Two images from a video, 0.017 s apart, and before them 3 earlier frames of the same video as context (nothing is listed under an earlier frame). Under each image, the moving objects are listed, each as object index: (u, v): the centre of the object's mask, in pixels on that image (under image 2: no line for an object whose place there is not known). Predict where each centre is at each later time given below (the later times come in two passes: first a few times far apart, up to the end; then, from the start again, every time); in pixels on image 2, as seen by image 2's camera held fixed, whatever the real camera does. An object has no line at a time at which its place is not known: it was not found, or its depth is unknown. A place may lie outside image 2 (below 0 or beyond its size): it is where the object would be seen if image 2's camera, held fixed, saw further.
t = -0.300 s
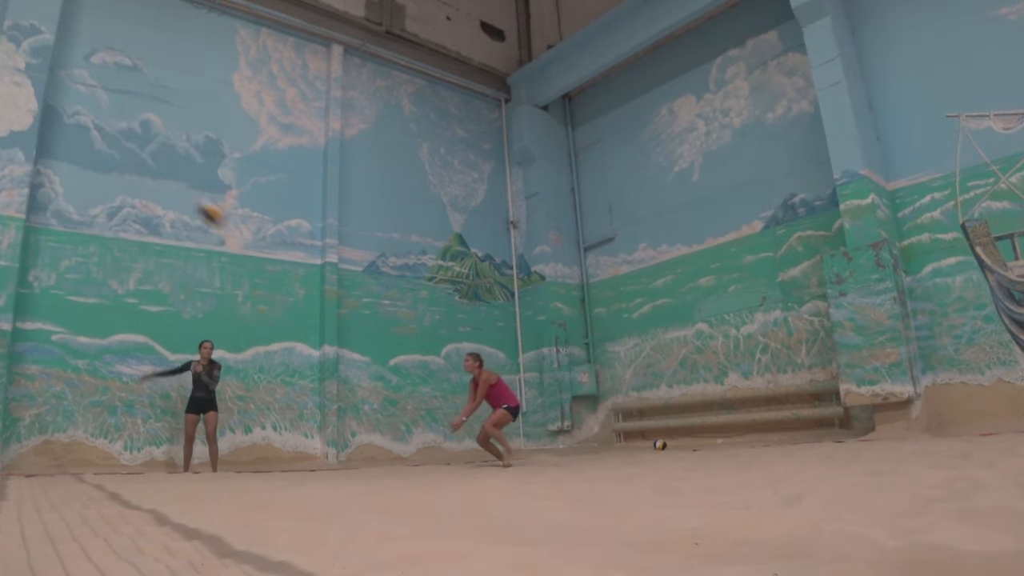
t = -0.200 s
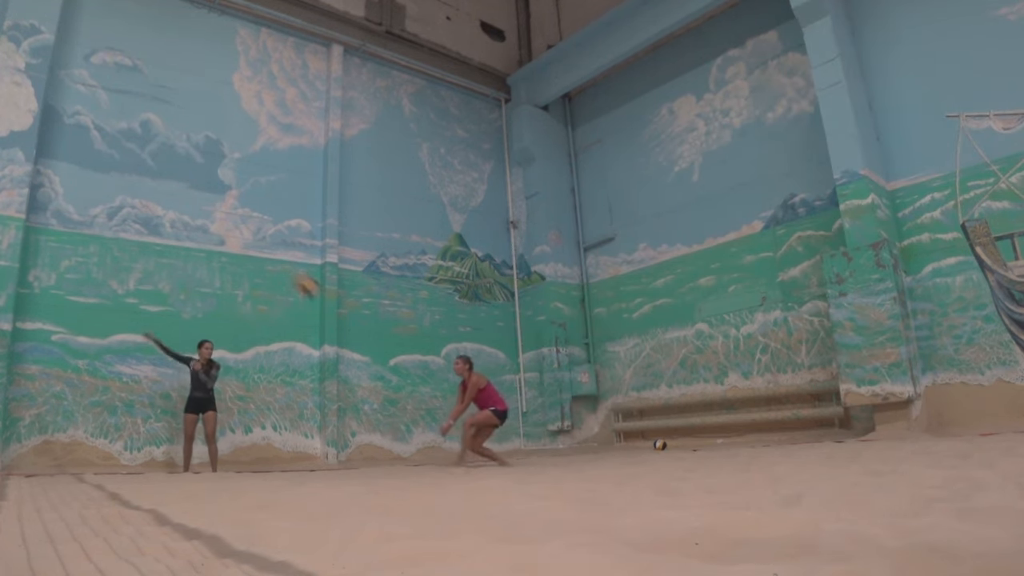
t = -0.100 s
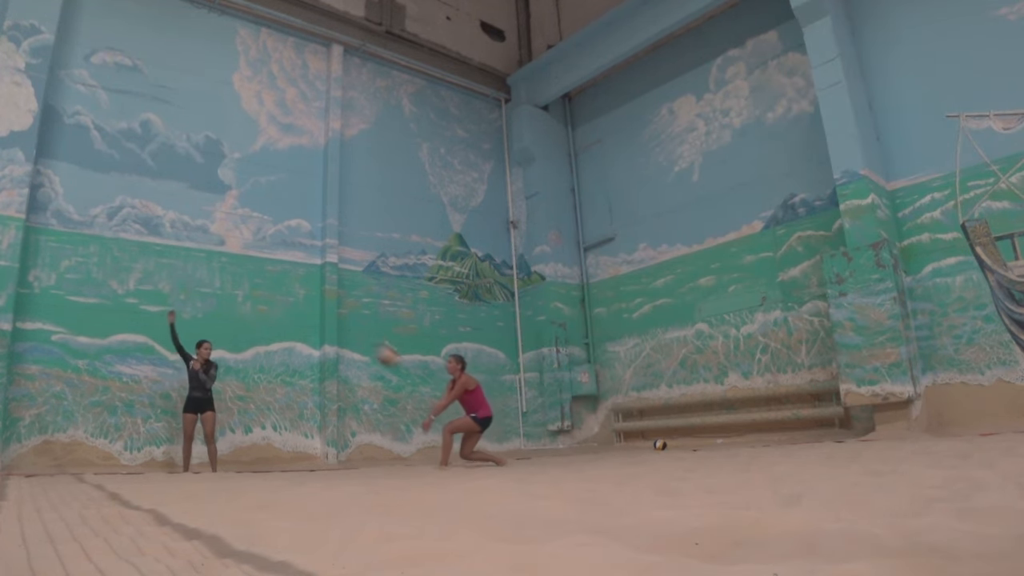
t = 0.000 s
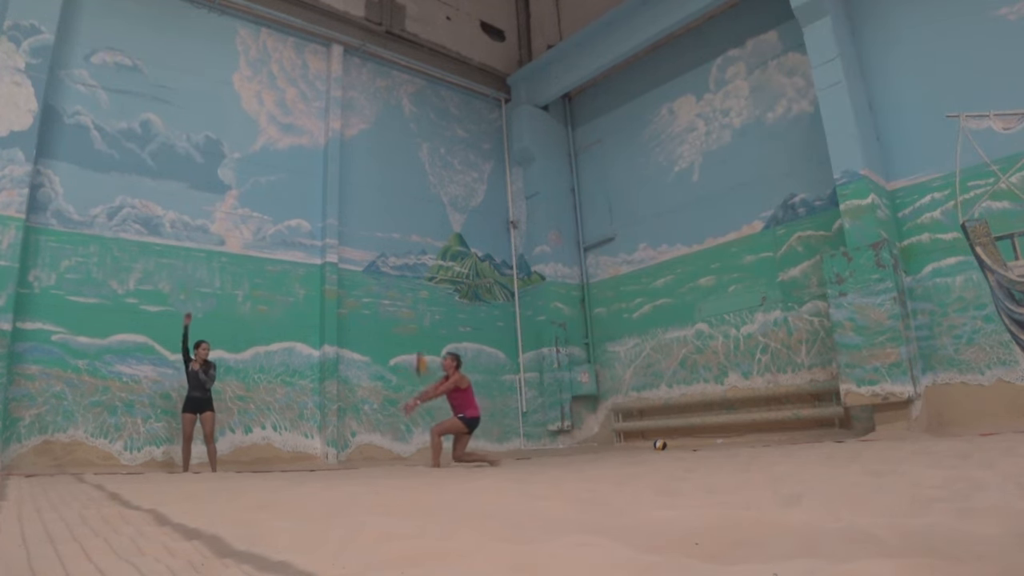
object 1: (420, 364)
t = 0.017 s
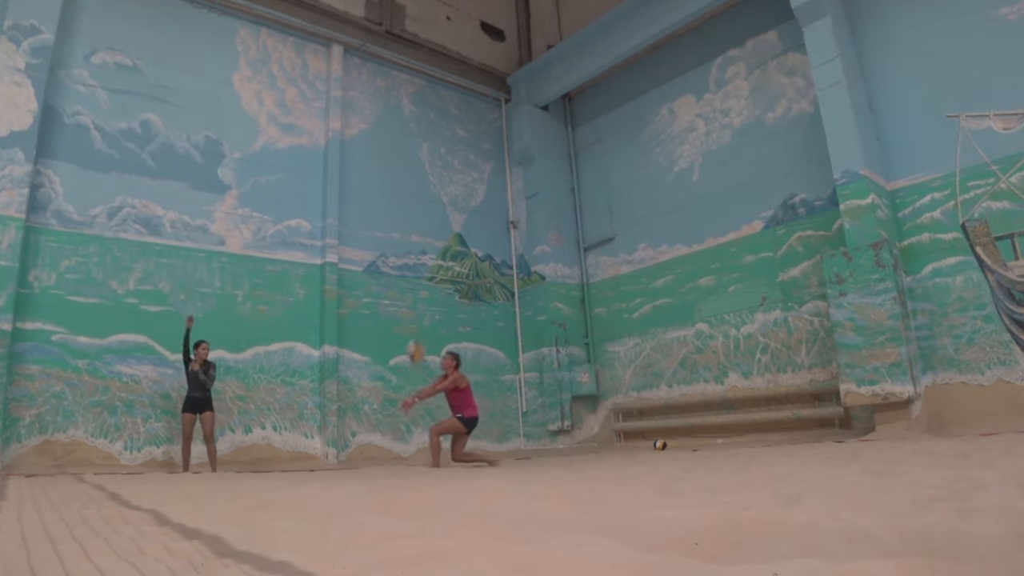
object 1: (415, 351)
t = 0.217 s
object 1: (374, 232)
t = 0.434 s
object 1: (335, 148)
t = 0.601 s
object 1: (303, 110)
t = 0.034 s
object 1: (412, 341)
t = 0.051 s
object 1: (408, 331)
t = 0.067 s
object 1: (404, 319)
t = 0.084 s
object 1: (402, 308)
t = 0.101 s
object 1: (398, 297)
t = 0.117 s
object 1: (395, 287)
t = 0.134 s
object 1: (392, 279)
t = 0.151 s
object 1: (388, 268)
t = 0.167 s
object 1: (385, 261)
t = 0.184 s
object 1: (382, 251)
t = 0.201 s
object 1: (378, 242)
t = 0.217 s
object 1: (374, 232)
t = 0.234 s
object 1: (371, 223)
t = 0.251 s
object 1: (369, 217)
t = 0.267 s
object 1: (367, 209)
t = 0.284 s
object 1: (362, 202)
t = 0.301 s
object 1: (360, 196)
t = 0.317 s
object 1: (356, 189)
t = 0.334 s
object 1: (352, 183)
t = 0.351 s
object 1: (349, 176)
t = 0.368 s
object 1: (347, 170)
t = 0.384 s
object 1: (343, 164)
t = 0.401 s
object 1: (341, 158)
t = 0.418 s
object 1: (337, 152)
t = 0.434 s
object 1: (335, 148)
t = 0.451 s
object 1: (332, 143)
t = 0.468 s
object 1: (328, 138)
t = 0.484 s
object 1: (325, 134)
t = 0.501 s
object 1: (322, 129)
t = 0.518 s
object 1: (319, 125)
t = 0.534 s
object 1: (316, 122)
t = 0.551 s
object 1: (313, 119)
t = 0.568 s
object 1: (311, 115)
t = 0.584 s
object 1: (308, 113)
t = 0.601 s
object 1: (303, 110)
